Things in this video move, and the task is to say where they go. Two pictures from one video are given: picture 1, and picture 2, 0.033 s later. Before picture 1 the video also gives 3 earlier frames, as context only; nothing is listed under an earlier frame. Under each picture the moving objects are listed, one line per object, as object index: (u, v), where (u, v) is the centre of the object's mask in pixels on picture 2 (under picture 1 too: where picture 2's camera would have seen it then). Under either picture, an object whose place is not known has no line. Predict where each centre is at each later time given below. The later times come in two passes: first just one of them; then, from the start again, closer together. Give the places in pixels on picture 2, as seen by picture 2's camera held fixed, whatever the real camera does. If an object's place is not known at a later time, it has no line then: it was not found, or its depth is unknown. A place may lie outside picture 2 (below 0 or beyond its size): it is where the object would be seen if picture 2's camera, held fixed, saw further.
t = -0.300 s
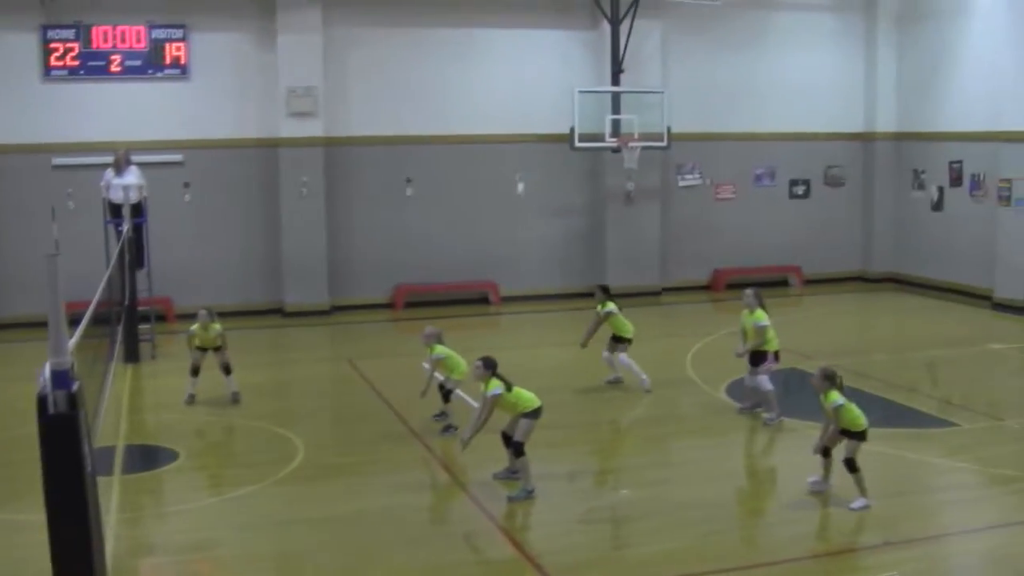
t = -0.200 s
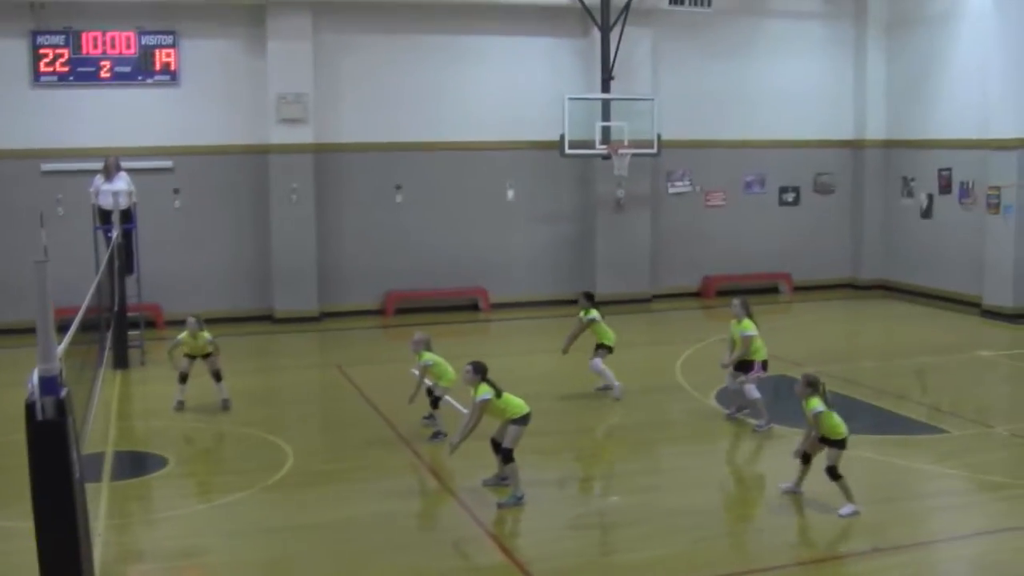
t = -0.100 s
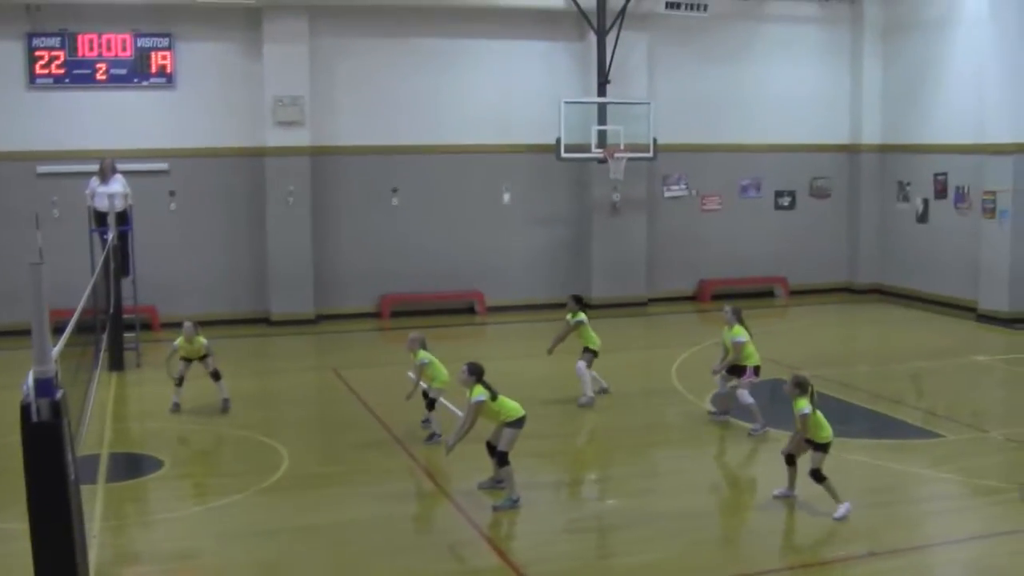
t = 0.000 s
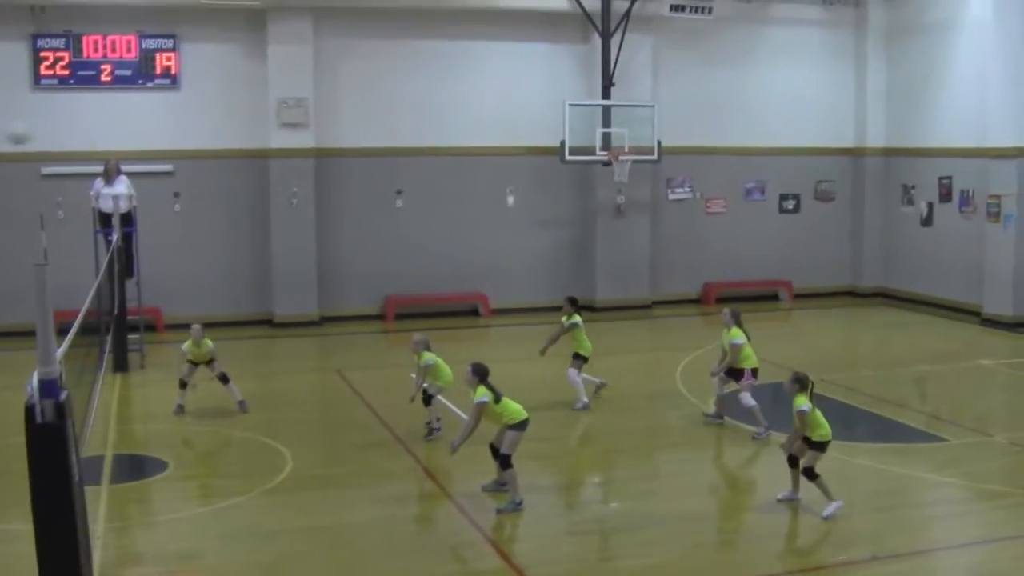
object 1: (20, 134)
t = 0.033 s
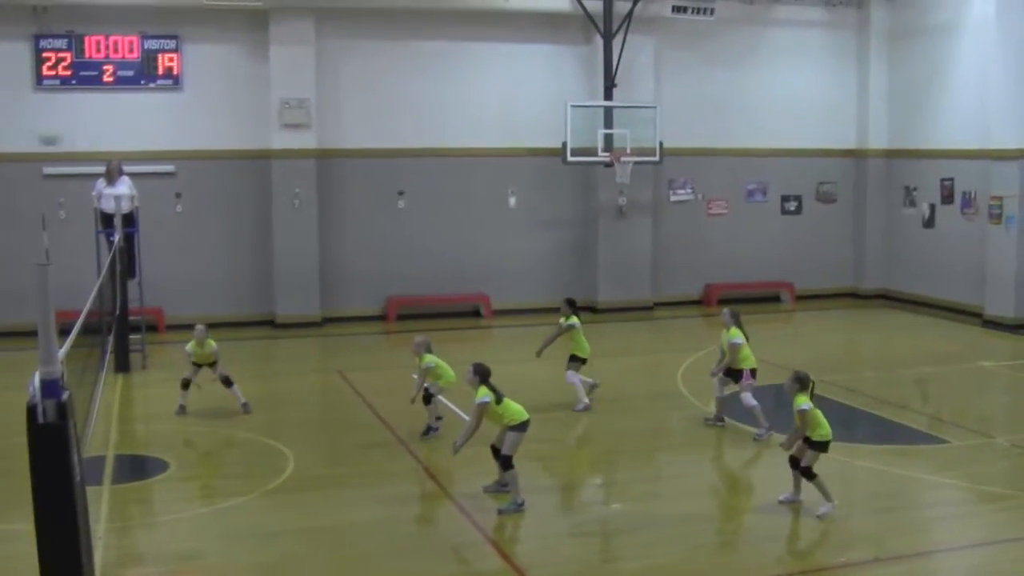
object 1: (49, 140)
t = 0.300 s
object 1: (247, 182)
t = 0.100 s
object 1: (102, 145)
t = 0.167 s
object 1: (156, 153)
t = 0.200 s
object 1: (178, 157)
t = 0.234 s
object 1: (201, 163)
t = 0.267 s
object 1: (225, 172)
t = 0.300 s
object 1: (247, 182)
